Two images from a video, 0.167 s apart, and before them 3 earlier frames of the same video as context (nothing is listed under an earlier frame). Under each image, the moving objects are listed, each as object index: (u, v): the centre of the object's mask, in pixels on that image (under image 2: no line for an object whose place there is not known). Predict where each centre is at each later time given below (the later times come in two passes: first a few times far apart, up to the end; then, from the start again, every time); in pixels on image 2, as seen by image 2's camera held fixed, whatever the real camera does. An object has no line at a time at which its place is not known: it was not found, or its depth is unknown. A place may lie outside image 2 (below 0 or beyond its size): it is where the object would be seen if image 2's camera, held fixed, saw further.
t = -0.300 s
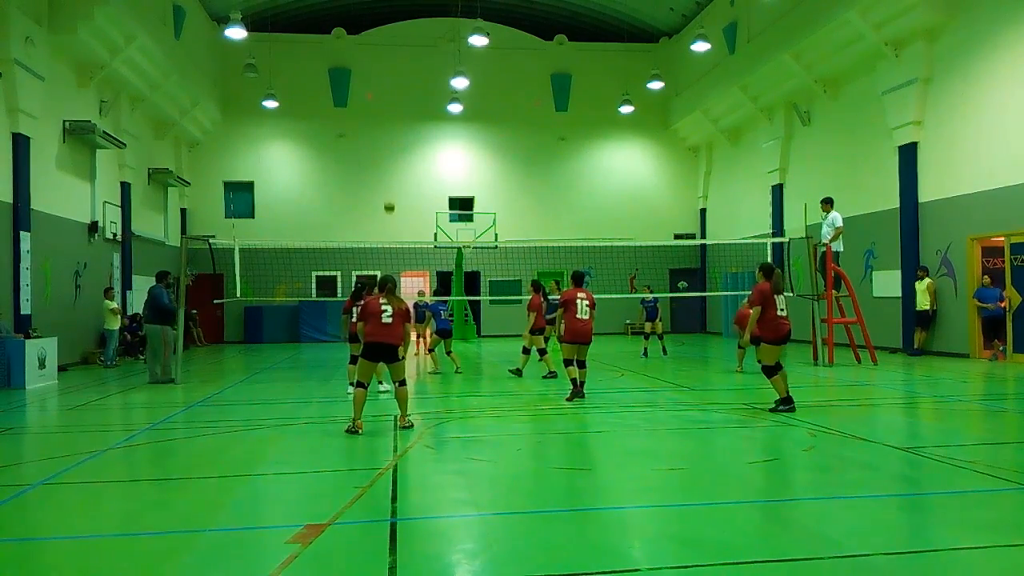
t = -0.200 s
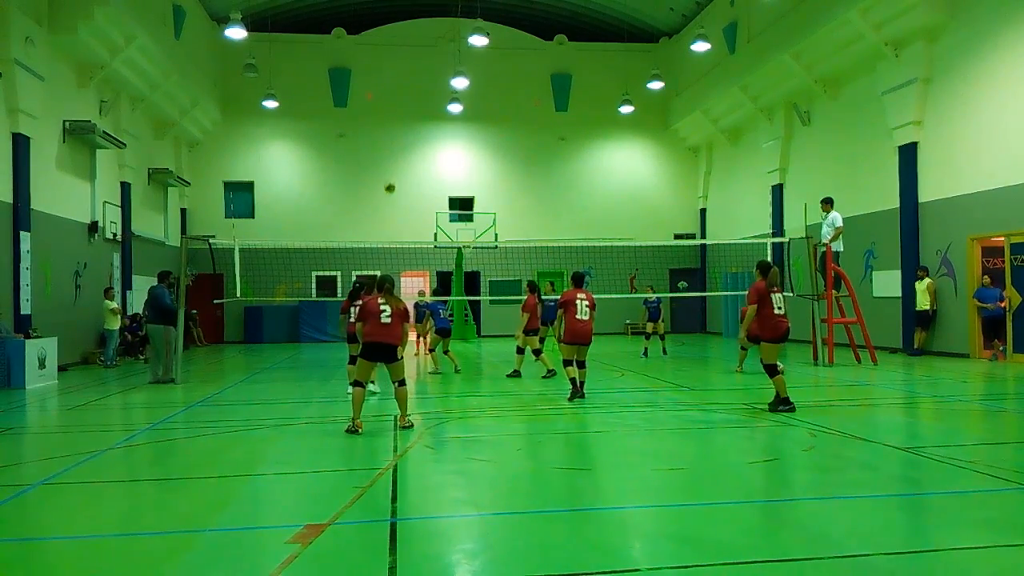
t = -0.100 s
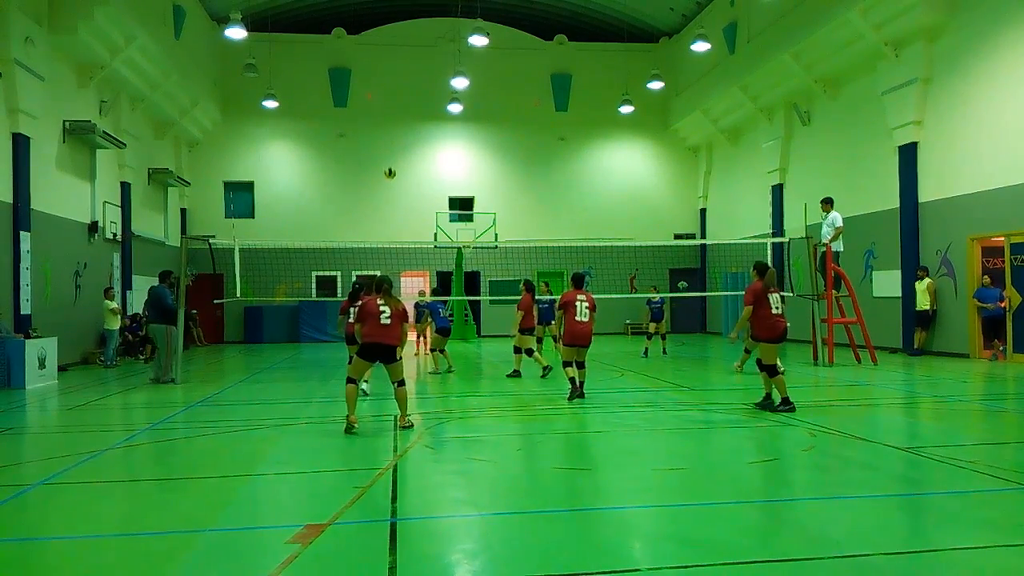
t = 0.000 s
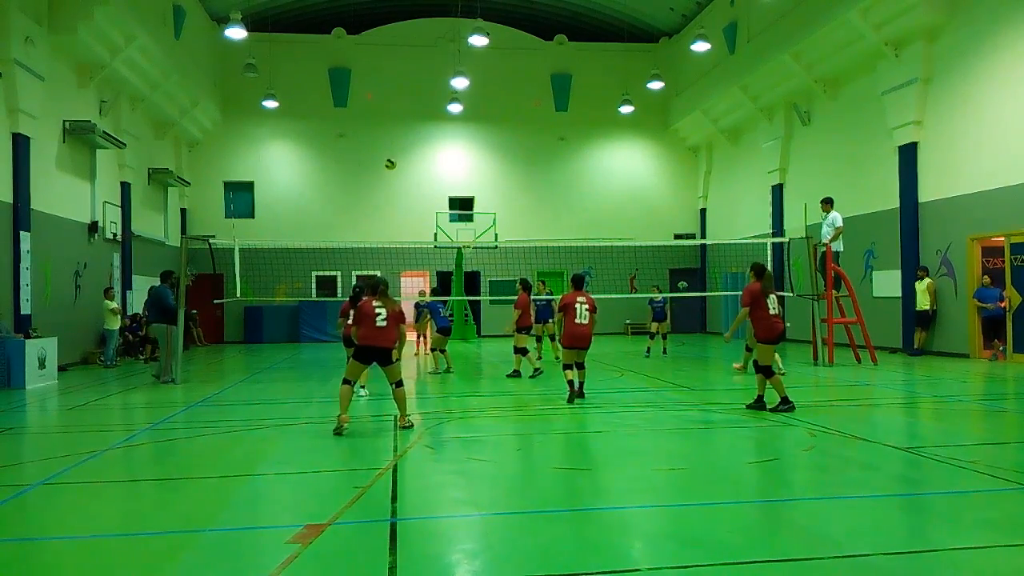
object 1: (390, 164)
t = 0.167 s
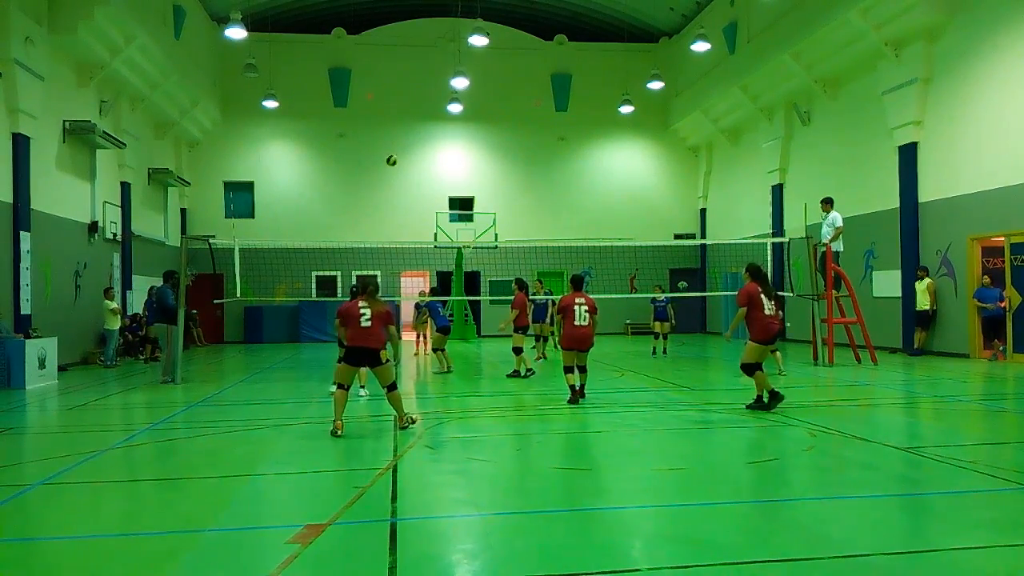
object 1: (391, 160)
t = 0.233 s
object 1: (392, 163)
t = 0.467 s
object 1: (394, 192)
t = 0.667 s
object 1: (396, 237)
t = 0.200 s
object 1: (391, 161)
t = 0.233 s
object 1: (392, 163)
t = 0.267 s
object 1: (392, 165)
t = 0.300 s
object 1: (392, 168)
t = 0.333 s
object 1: (392, 171)
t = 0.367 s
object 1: (392, 176)
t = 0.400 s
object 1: (393, 181)
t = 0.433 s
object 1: (393, 186)
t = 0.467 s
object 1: (394, 192)
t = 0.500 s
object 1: (394, 198)
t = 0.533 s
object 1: (394, 205)
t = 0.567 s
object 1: (395, 212)
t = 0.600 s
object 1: (396, 220)
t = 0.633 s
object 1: (396, 229)
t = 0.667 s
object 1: (396, 237)
